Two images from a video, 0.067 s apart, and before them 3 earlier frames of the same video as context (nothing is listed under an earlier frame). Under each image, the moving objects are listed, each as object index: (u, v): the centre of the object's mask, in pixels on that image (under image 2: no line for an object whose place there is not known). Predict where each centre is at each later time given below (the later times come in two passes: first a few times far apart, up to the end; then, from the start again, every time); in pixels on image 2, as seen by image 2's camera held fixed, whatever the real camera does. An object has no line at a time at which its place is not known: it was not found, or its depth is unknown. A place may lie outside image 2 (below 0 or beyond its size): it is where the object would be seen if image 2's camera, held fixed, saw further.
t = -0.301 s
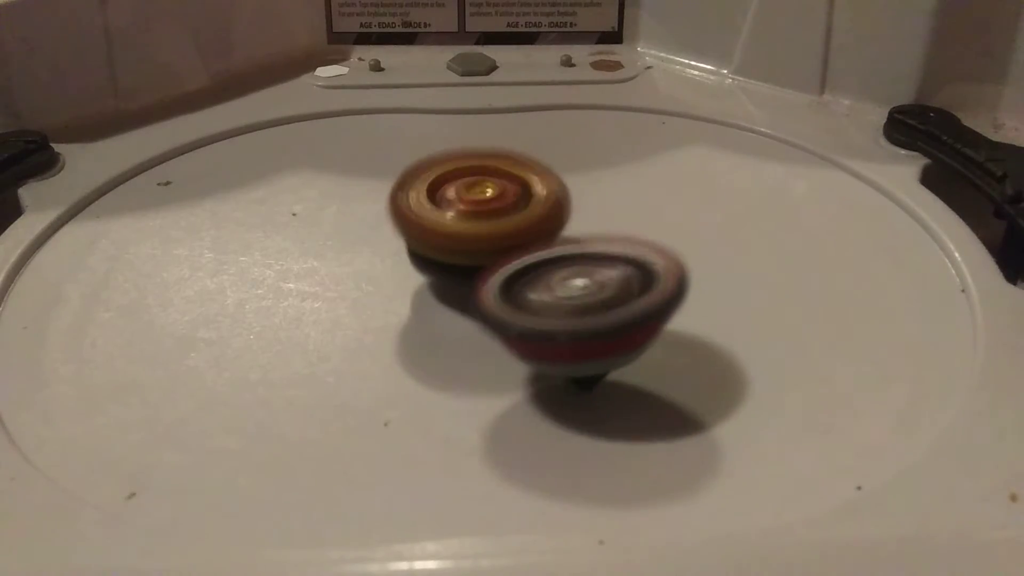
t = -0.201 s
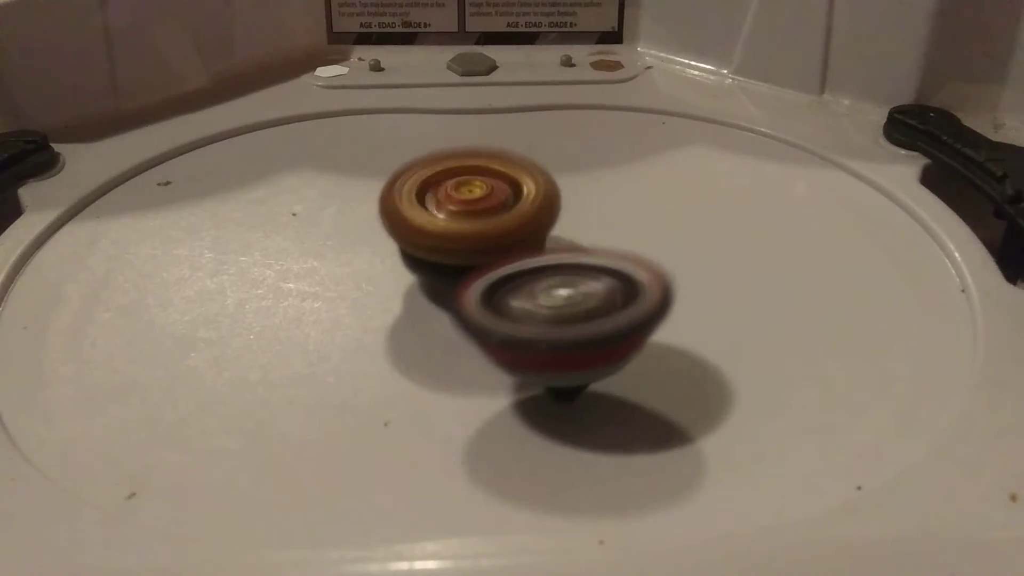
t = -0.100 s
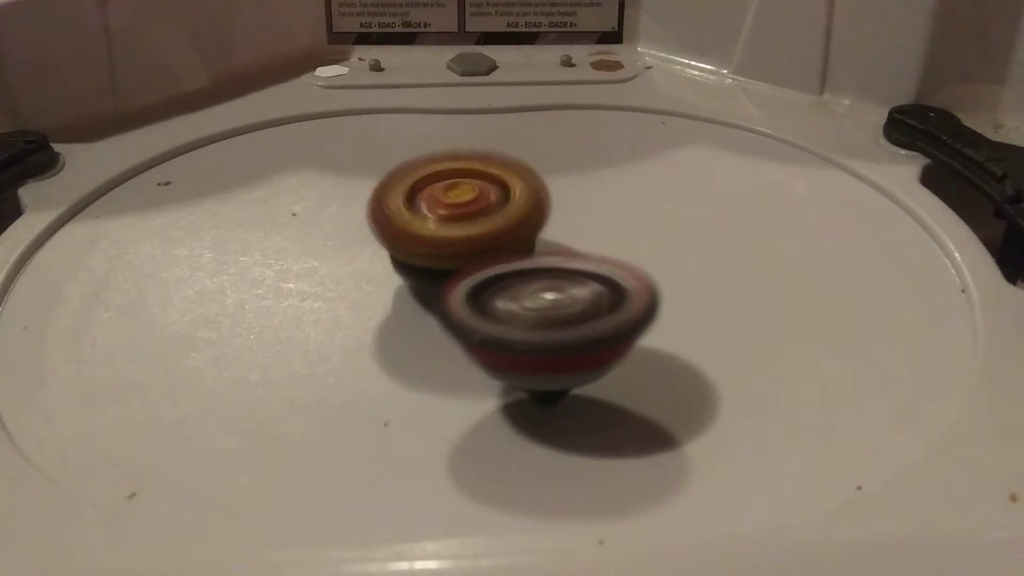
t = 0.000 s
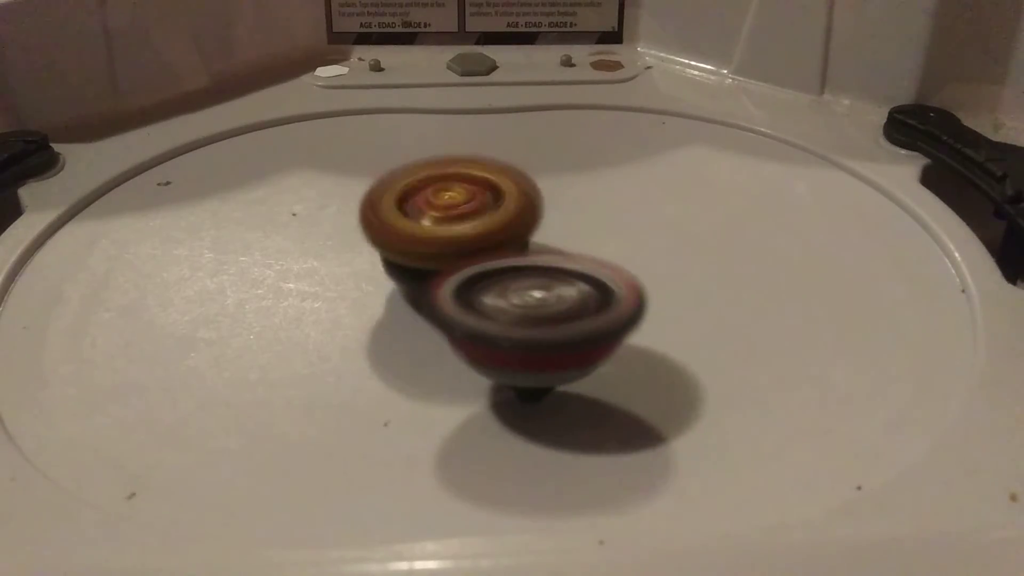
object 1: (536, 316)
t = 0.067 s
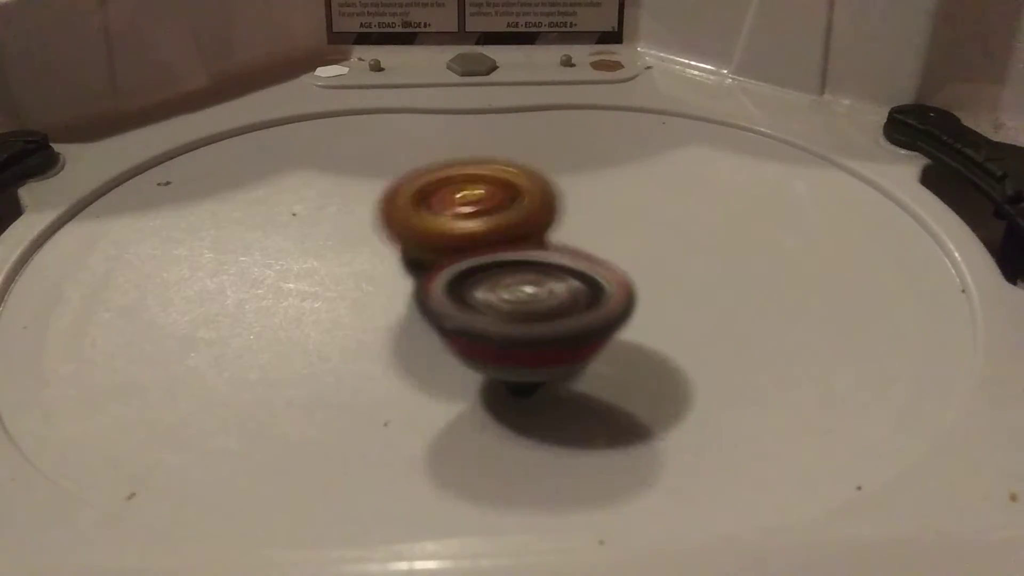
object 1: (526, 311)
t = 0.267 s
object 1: (516, 342)
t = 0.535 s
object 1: (520, 313)
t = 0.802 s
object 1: (534, 304)
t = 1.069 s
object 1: (586, 325)
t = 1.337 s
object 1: (635, 329)
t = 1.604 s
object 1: (658, 341)
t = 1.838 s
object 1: (638, 311)
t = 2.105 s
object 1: (613, 287)
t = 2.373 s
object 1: (591, 262)
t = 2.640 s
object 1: (616, 284)
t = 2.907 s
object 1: (586, 289)
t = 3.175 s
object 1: (600, 312)
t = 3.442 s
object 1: (594, 299)
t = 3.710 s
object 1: (622, 277)
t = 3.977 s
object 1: (672, 276)
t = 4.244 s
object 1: (677, 277)
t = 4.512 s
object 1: (656, 284)
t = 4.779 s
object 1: (616, 297)
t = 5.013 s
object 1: (562, 297)
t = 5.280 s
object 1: (507, 306)
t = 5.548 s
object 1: (456, 295)
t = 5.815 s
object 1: (401, 257)
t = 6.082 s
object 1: (400, 238)
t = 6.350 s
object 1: (469, 169)
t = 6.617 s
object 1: (486, 141)
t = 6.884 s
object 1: (442, 180)
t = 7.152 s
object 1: (466, 174)
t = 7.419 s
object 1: (488, 169)
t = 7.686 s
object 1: (453, 181)
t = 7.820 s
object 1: (465, 176)
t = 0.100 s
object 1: (520, 319)
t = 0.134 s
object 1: (514, 333)
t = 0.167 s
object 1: (511, 339)
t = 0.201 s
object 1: (512, 342)
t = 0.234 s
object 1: (514, 343)
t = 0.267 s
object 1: (516, 342)
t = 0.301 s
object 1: (518, 342)
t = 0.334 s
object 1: (519, 341)
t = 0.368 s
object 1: (519, 339)
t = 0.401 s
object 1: (518, 335)
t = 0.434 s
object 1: (518, 330)
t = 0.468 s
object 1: (520, 326)
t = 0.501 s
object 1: (520, 318)
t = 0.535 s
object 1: (520, 313)
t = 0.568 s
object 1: (520, 307)
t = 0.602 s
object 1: (519, 301)
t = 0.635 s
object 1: (520, 295)
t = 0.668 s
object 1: (519, 290)
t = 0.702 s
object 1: (521, 293)
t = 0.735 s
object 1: (523, 302)
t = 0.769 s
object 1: (527, 305)
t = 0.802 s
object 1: (534, 304)
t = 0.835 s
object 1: (539, 304)
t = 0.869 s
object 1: (544, 305)
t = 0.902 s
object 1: (550, 305)
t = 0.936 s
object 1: (556, 309)
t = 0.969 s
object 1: (562, 310)
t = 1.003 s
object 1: (570, 312)
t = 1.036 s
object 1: (576, 319)
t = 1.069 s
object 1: (586, 325)
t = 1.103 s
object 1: (594, 327)
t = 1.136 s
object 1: (602, 328)
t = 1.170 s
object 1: (609, 330)
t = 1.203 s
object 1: (616, 330)
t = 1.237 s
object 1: (622, 331)
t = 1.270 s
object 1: (627, 331)
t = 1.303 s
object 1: (631, 330)
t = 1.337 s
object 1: (635, 329)
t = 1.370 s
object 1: (638, 326)
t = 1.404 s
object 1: (640, 323)
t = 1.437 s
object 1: (640, 328)
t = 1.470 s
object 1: (643, 334)
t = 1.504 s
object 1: (648, 340)
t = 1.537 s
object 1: (652, 341)
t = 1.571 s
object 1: (655, 341)
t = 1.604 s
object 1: (658, 341)
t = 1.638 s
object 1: (659, 339)
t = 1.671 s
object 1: (658, 336)
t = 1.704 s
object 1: (656, 333)
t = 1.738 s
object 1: (653, 328)
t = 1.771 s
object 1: (648, 323)
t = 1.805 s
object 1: (643, 318)
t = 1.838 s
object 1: (638, 311)
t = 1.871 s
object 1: (631, 303)
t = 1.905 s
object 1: (628, 299)
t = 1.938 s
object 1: (630, 302)
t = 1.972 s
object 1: (627, 301)
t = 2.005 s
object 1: (626, 299)
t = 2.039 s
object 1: (623, 296)
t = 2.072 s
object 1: (619, 292)
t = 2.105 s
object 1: (613, 287)
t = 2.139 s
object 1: (608, 283)
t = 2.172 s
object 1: (602, 278)
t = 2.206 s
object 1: (598, 272)
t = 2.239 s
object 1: (596, 270)
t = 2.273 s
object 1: (594, 268)
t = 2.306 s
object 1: (592, 266)
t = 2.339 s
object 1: (592, 265)
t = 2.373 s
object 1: (591, 262)
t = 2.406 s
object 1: (590, 259)
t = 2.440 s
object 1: (590, 259)
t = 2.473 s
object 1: (598, 266)
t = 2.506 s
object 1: (605, 270)
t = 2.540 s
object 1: (608, 275)
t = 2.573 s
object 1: (611, 278)
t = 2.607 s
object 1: (612, 282)
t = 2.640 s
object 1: (616, 284)
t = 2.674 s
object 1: (615, 287)
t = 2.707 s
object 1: (613, 289)
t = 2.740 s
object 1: (611, 291)
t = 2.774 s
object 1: (607, 292)
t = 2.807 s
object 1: (602, 292)
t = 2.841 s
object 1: (594, 292)
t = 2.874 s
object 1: (591, 291)
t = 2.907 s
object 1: (586, 289)
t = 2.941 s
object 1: (580, 287)
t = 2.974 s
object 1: (578, 287)
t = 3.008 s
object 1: (582, 294)
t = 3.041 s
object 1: (587, 301)
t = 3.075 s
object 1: (590, 304)
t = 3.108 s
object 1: (596, 308)
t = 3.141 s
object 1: (597, 310)
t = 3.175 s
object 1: (600, 312)
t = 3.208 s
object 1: (601, 313)
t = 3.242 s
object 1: (601, 313)
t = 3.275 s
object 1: (601, 313)
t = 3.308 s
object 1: (600, 312)
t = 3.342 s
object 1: (600, 310)
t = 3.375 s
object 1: (598, 308)
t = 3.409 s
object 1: (596, 304)
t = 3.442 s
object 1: (594, 299)
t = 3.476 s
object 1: (592, 295)
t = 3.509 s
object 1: (591, 290)
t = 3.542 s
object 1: (587, 283)
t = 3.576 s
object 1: (588, 277)
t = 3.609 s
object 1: (590, 276)
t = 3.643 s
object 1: (598, 277)
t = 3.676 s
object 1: (609, 277)
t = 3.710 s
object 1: (622, 277)
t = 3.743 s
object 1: (633, 277)
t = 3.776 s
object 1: (643, 277)
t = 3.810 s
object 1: (650, 278)
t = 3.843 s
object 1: (657, 278)
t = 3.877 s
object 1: (663, 278)
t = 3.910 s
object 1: (667, 277)
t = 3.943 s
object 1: (671, 277)
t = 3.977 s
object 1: (672, 276)
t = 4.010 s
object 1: (673, 276)
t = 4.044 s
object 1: (672, 275)
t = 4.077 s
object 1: (670, 273)
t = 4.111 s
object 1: (669, 272)
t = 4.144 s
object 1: (665, 271)
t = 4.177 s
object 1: (669, 270)
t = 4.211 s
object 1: (676, 275)
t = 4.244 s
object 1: (677, 277)
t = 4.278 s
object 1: (680, 279)
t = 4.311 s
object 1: (681, 281)
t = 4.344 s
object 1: (679, 282)
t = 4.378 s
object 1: (678, 284)
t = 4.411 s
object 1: (675, 284)
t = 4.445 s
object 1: (671, 285)
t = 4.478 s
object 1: (665, 285)
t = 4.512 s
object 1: (656, 284)
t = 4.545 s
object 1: (650, 281)
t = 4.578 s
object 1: (643, 282)
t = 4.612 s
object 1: (636, 282)
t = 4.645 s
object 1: (630, 285)
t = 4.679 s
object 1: (627, 290)
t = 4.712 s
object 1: (626, 292)
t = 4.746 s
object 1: (622, 295)
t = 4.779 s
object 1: (616, 297)
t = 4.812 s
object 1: (610, 299)
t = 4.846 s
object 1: (603, 300)
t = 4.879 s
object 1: (595, 300)
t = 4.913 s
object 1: (590, 298)
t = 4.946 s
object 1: (581, 296)
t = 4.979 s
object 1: (570, 296)
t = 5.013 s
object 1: (562, 297)
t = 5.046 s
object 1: (559, 297)
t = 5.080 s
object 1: (549, 300)
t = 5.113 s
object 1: (545, 301)
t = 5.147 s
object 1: (543, 303)
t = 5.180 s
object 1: (541, 301)
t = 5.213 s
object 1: (530, 300)
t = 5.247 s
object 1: (514, 305)
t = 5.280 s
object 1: (507, 306)
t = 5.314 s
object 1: (505, 307)
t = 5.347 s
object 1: (487, 312)
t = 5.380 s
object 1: (474, 315)
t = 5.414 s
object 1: (468, 315)
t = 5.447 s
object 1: (466, 312)
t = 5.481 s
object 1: (463, 305)
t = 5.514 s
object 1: (457, 300)
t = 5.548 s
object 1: (456, 295)
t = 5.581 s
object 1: (449, 295)
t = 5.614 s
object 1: (440, 290)
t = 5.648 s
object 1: (427, 283)
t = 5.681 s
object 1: (418, 277)
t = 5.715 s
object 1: (402, 272)
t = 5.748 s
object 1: (395, 264)
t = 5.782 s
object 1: (398, 259)
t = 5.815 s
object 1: (401, 257)
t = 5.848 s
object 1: (397, 256)
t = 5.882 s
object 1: (397, 253)
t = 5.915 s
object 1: (393, 251)
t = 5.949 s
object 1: (393, 249)
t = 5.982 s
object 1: (397, 246)
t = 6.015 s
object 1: (402, 243)
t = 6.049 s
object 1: (407, 243)
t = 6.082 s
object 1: (400, 238)
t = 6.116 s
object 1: (399, 230)
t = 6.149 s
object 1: (401, 228)
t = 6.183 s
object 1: (409, 222)
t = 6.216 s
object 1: (415, 212)
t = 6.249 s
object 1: (429, 194)
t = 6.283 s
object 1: (445, 184)
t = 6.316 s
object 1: (457, 174)
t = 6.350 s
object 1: (469, 169)
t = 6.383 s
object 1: (478, 156)
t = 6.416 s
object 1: (484, 148)
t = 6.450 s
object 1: (486, 145)
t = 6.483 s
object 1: (485, 141)
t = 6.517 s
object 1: (483, 138)
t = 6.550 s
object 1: (484, 138)
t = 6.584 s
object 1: (485, 139)
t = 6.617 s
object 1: (486, 141)
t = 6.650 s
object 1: (484, 153)
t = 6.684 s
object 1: (477, 159)
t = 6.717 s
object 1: (470, 163)
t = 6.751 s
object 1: (462, 167)
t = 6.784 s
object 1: (455, 171)
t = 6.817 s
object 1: (450, 175)
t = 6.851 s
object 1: (446, 178)
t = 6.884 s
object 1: (442, 180)
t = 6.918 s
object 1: (441, 181)
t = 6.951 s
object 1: (442, 181)
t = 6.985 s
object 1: (444, 181)
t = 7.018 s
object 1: (448, 180)
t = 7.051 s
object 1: (450, 178)
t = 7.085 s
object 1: (453, 179)
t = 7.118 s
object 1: (458, 178)
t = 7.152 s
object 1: (466, 174)
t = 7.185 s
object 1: (472, 173)
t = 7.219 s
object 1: (477, 172)
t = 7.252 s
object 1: (483, 170)
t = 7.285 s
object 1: (487, 169)
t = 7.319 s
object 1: (489, 168)
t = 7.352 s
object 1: (490, 168)
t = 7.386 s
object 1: (489, 168)
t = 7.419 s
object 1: (488, 169)
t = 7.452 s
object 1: (484, 170)
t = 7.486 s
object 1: (478, 172)
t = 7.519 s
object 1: (473, 173)
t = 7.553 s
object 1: (468, 174)
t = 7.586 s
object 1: (462, 179)
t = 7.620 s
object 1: (457, 179)
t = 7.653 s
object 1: (454, 181)
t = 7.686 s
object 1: (453, 181)
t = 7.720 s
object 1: (453, 181)
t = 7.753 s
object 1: (455, 180)
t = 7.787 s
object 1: (459, 180)
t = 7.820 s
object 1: (465, 176)
